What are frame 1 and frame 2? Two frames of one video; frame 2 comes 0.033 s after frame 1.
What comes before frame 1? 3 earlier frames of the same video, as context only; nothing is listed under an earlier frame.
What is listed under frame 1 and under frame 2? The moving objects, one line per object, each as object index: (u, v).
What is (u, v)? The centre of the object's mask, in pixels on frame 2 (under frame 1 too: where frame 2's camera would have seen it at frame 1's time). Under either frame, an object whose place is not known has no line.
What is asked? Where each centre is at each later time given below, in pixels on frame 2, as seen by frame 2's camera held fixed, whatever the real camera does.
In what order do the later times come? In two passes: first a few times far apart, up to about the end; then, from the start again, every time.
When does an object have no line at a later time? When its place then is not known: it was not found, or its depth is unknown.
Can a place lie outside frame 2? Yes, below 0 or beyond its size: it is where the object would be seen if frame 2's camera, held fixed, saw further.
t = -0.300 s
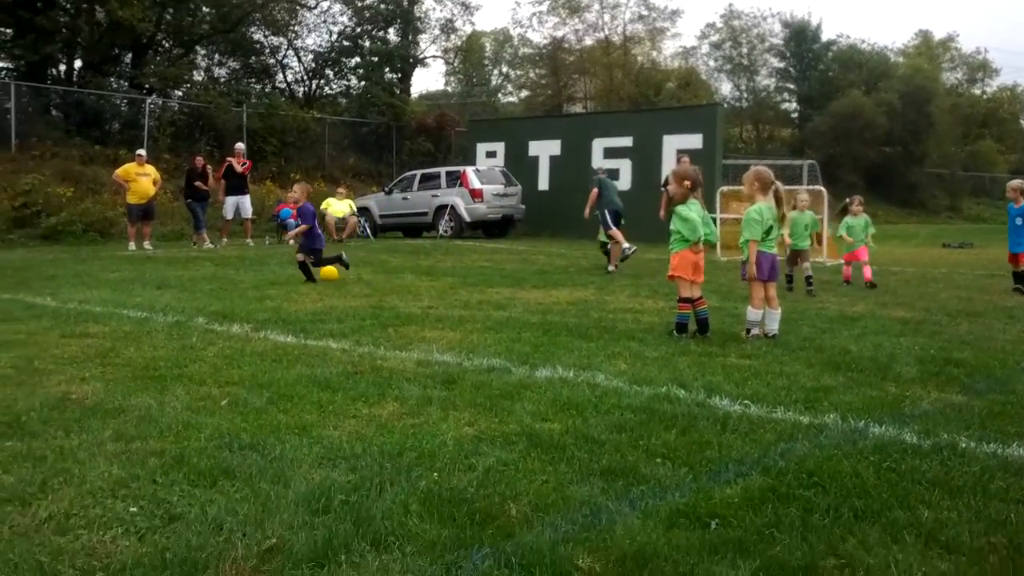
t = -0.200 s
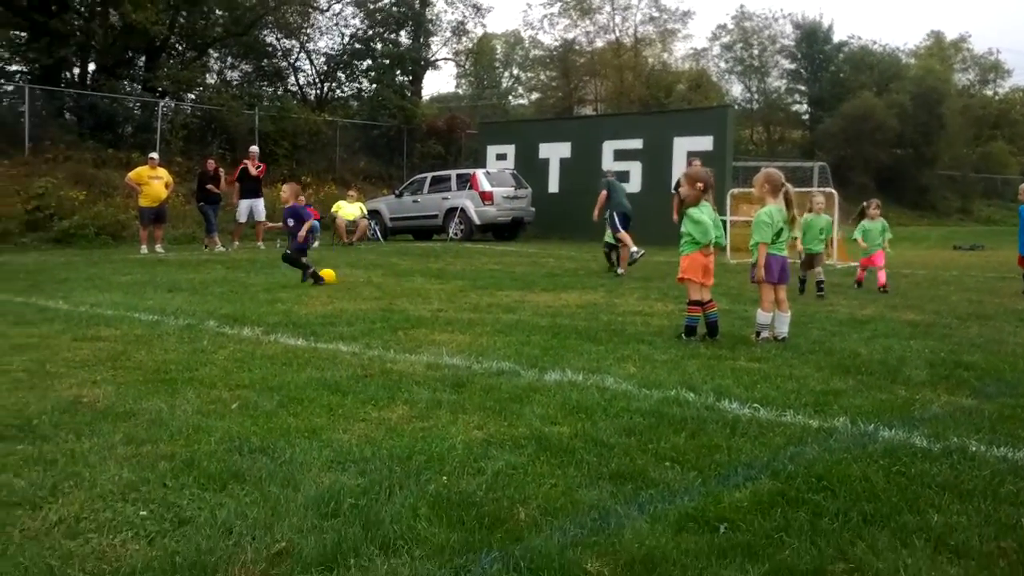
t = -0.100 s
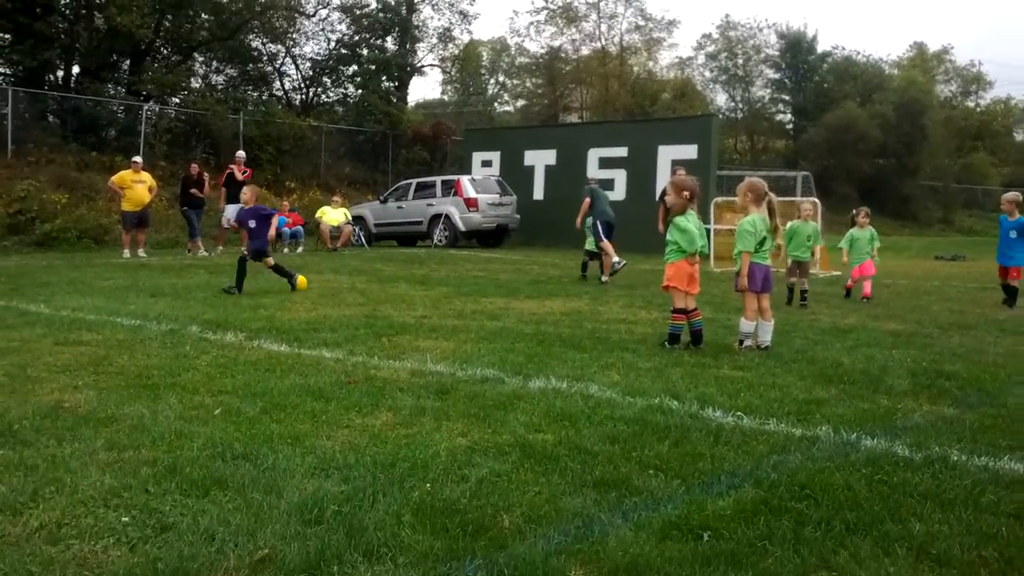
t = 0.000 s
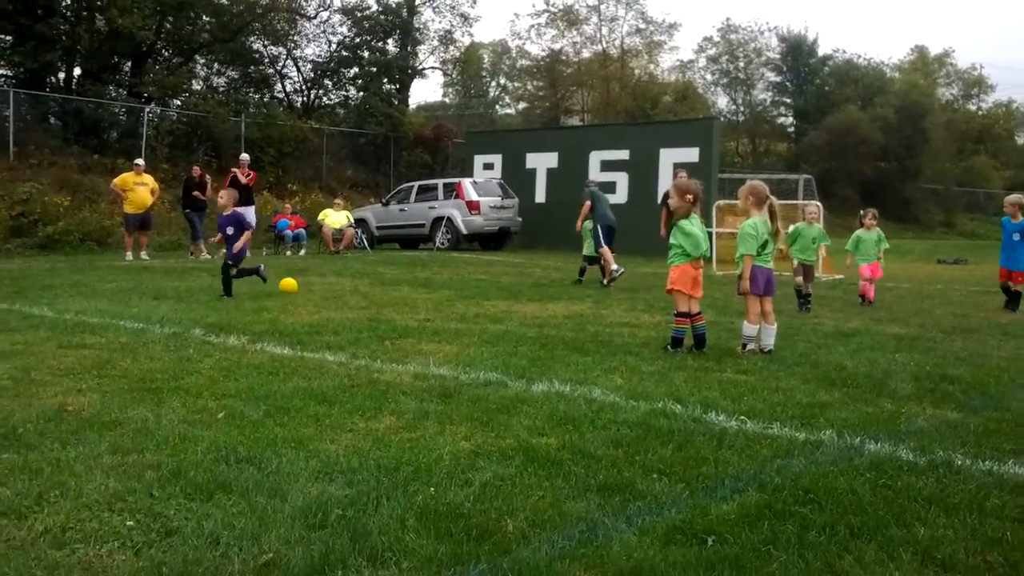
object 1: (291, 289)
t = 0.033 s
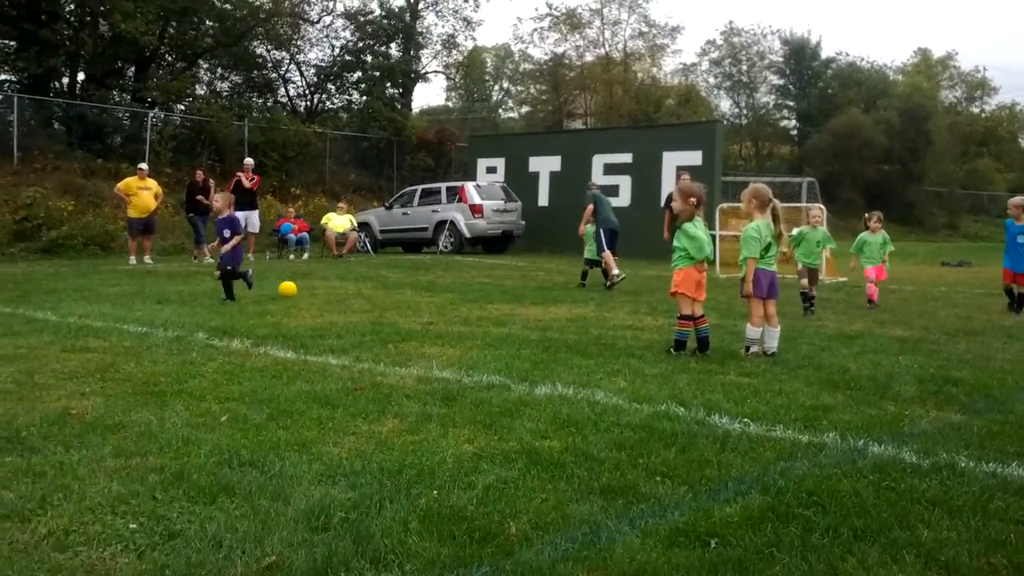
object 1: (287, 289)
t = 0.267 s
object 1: (263, 289)
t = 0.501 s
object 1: (241, 291)
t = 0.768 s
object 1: (222, 291)
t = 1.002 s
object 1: (210, 292)
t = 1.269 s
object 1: (201, 293)
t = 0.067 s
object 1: (284, 288)
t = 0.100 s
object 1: (280, 289)
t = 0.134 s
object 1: (277, 289)
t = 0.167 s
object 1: (273, 289)
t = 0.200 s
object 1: (269, 289)
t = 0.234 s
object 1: (266, 289)
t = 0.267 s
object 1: (263, 289)
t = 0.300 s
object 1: (260, 290)
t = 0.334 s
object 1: (256, 290)
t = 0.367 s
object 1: (253, 290)
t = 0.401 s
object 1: (250, 290)
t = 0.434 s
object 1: (247, 290)
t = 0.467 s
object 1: (244, 291)
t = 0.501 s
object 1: (241, 291)
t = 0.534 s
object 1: (238, 291)
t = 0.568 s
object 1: (235, 291)
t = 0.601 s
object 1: (232, 291)
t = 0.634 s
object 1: (230, 291)
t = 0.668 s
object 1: (228, 291)
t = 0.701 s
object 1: (226, 290)
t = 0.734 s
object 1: (224, 291)
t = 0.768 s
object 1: (222, 291)
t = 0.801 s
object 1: (220, 291)
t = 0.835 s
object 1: (219, 291)
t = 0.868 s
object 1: (217, 291)
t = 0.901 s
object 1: (215, 292)
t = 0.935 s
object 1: (213, 292)
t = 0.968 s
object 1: (212, 292)
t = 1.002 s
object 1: (210, 292)
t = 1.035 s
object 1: (209, 292)
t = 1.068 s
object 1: (208, 292)
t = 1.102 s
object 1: (207, 292)
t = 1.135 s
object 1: (205, 292)
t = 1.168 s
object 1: (204, 293)
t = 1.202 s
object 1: (203, 293)
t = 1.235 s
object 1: (202, 293)
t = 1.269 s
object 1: (201, 293)
